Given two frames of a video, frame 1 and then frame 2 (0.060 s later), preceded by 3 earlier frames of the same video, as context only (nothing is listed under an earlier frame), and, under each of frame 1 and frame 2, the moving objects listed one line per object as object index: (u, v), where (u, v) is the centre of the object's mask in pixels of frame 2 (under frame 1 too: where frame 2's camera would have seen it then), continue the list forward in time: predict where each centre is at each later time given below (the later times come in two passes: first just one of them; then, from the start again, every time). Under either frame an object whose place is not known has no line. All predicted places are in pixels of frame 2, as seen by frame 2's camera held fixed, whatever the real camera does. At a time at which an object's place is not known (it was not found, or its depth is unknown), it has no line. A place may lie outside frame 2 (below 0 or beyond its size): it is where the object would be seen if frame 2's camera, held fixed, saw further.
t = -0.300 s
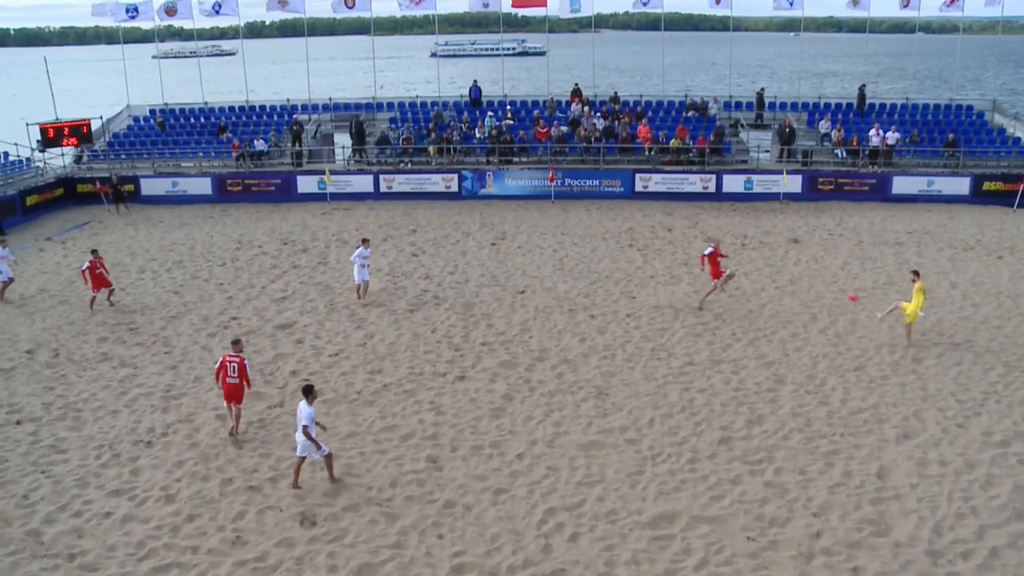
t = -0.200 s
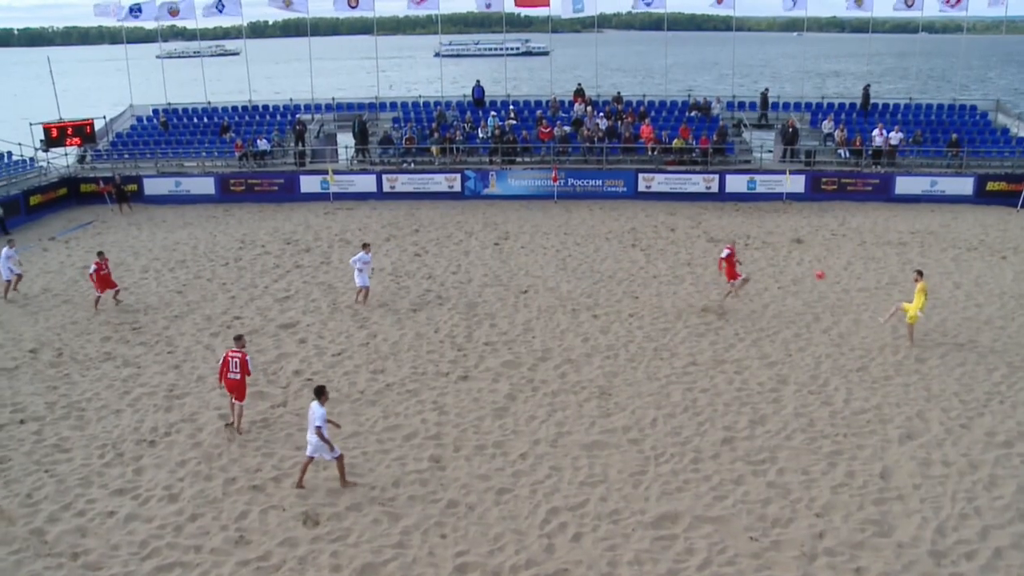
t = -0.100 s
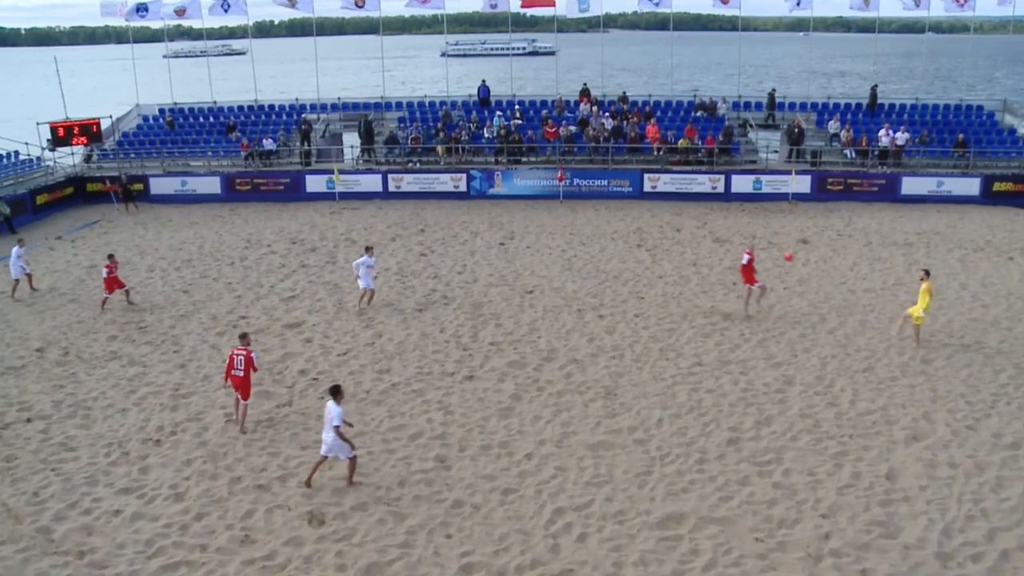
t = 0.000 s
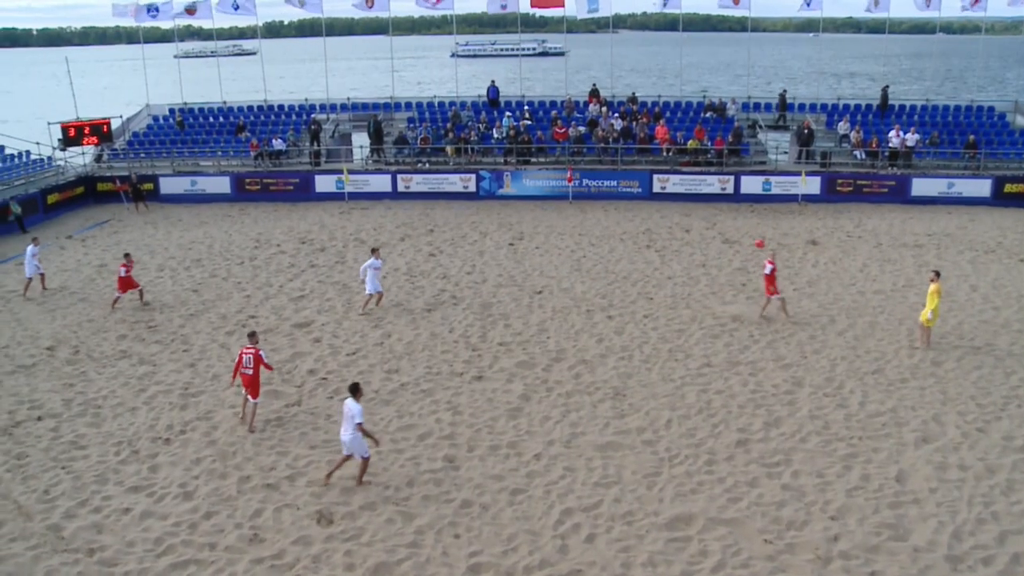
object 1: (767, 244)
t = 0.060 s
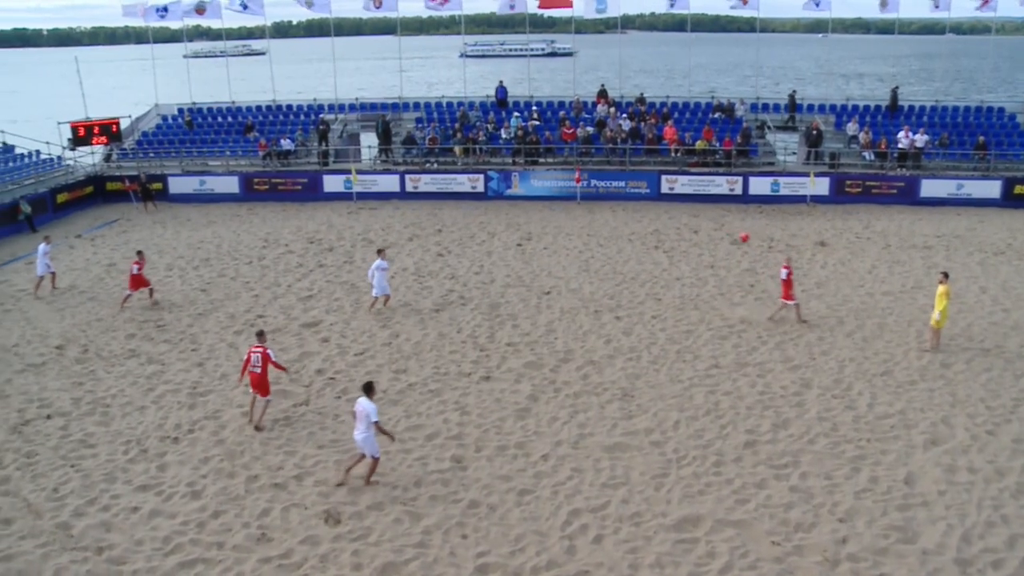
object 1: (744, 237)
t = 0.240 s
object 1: (678, 227)
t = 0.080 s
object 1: (736, 236)
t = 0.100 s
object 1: (729, 234)
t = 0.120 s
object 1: (722, 233)
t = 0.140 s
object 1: (714, 231)
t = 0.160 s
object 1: (707, 230)
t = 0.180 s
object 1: (699, 229)
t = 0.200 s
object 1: (692, 228)
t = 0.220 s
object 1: (685, 227)
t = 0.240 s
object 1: (678, 227)
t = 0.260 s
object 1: (670, 227)
